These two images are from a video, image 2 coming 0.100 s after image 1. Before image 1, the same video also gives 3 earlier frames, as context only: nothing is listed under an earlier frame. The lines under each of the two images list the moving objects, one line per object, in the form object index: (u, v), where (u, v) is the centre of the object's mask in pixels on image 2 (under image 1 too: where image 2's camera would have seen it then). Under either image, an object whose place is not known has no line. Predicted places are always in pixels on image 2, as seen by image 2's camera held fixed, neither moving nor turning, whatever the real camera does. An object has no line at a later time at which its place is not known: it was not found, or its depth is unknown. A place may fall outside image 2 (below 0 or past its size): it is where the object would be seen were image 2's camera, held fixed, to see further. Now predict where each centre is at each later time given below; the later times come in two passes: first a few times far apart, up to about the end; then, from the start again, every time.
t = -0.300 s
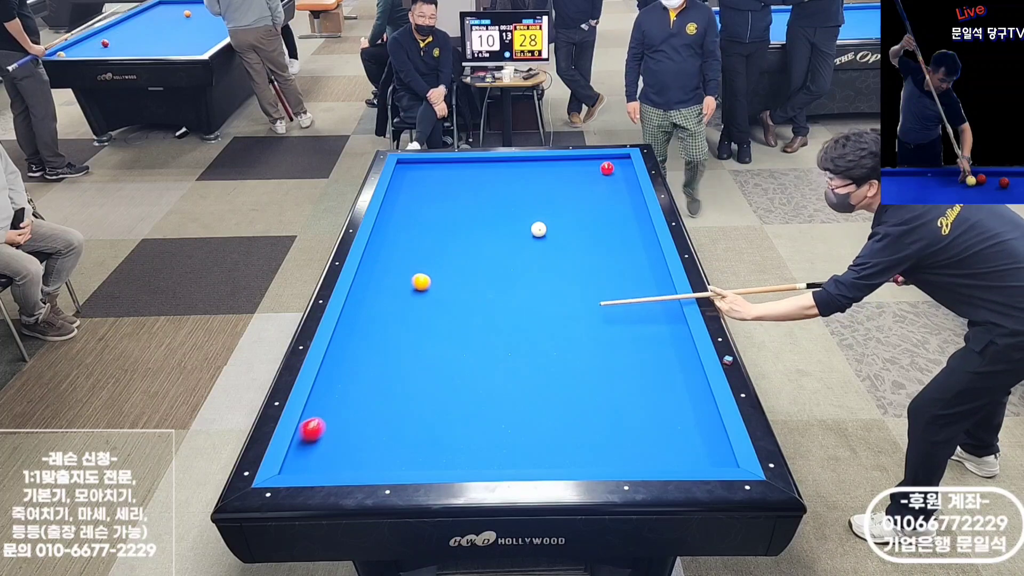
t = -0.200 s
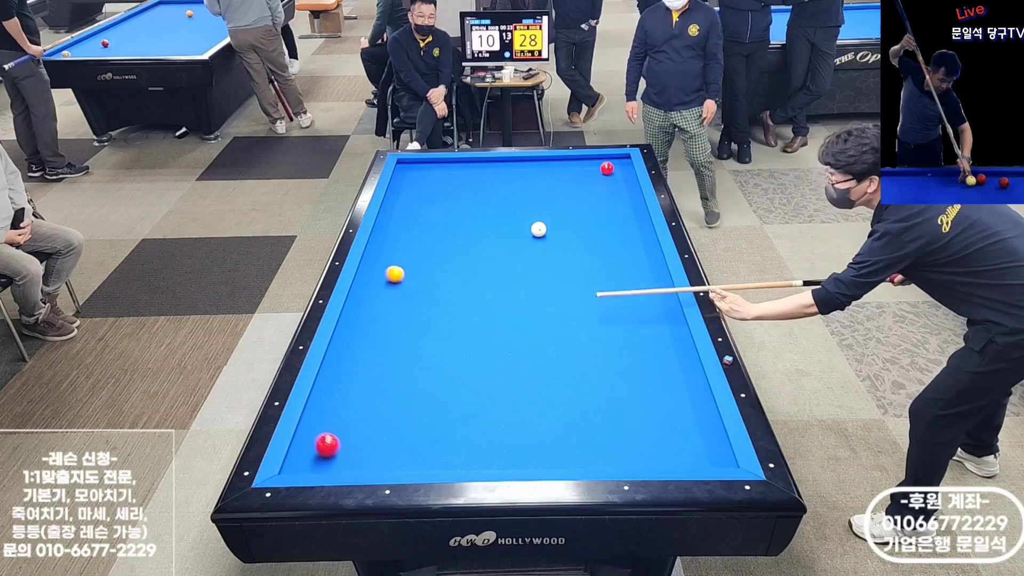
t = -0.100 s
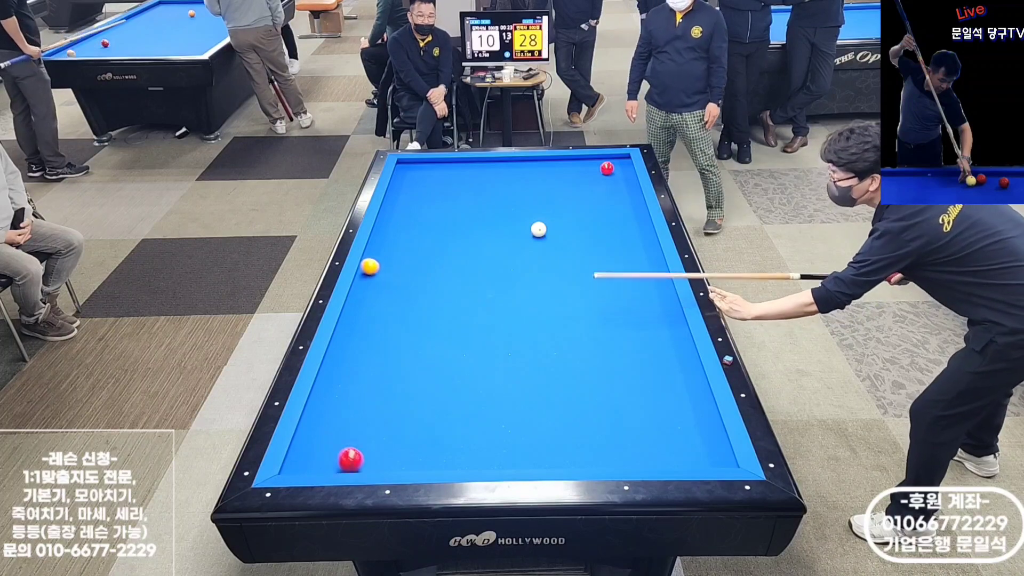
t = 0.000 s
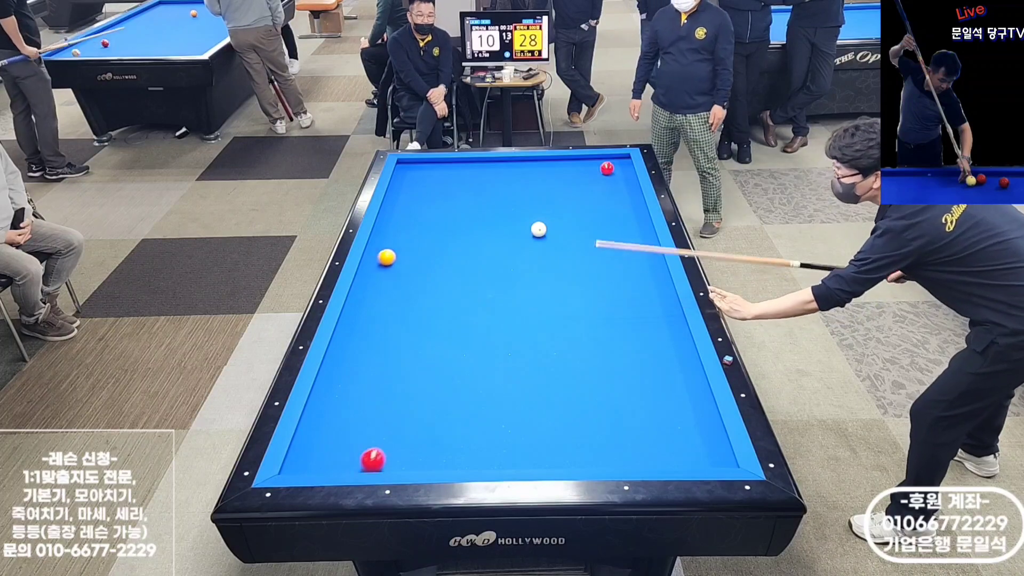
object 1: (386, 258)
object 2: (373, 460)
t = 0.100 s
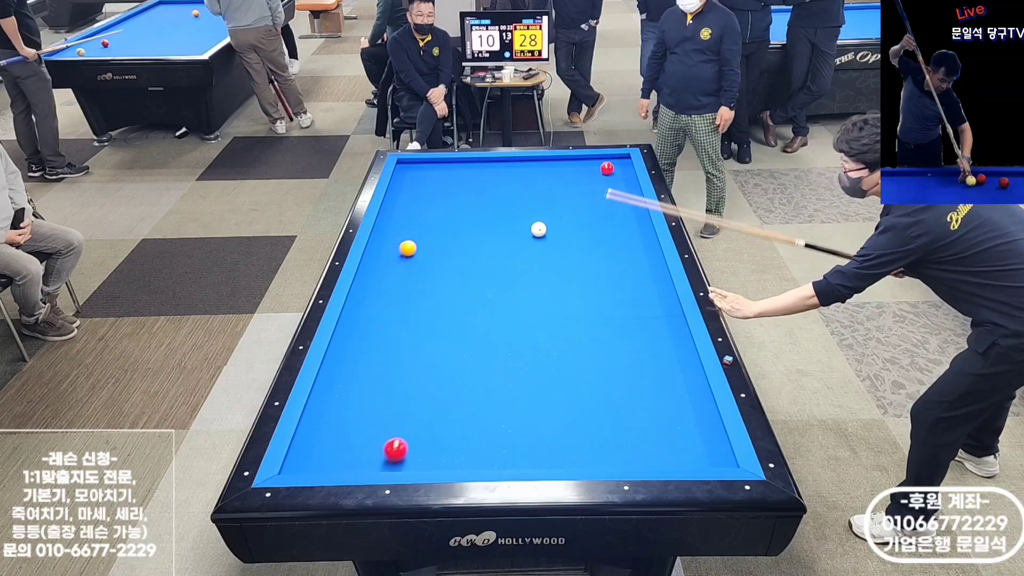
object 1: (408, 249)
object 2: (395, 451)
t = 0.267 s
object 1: (435, 235)
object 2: (431, 436)
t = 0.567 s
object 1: (478, 213)
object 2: (489, 413)
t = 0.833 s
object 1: (513, 195)
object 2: (537, 393)
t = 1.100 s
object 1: (544, 179)
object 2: (580, 375)
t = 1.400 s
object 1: (575, 163)
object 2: (626, 357)
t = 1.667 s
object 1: (603, 161)
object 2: (663, 343)
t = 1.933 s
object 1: (623, 170)
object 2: (667, 329)
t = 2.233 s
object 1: (606, 180)
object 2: (639, 314)
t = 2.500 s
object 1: (591, 189)
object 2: (616, 302)
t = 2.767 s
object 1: (574, 198)
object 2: (594, 292)
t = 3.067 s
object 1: (556, 209)
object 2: (572, 281)
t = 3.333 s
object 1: (540, 217)
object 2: (555, 272)
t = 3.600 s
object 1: (522, 228)
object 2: (538, 264)
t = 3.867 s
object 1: (505, 238)
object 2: (522, 256)
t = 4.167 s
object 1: (484, 250)
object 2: (506, 248)
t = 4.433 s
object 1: (466, 260)
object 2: (493, 241)
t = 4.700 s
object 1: (447, 271)
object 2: (480, 235)
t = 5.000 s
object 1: (426, 283)
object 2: (467, 229)
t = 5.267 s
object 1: (406, 294)
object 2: (456, 224)
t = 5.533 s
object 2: (445, 219)
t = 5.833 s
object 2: (434, 214)
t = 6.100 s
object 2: (426, 210)
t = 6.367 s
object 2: (417, 206)
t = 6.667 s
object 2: (408, 202)
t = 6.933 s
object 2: (401, 199)
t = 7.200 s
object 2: (395, 196)
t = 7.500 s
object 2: (394, 193)
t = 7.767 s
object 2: (398, 191)
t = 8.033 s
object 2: (402, 189)
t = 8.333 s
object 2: (405, 188)
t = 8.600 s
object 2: (408, 186)
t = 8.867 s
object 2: (410, 185)
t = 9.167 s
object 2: (412, 184)
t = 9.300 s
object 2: (413, 184)
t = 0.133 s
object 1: (414, 246)
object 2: (402, 448)
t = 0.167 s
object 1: (419, 243)
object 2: (410, 444)
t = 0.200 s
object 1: (424, 241)
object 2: (417, 442)
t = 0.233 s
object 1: (430, 238)
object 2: (424, 439)
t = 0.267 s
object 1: (435, 235)
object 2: (431, 436)
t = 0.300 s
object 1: (440, 233)
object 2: (438, 434)
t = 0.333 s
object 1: (445, 230)
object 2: (444, 431)
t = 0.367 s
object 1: (450, 228)
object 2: (451, 428)
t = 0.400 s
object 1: (455, 225)
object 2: (458, 425)
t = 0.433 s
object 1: (460, 223)
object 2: (464, 423)
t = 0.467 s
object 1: (465, 220)
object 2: (471, 420)
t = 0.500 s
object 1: (469, 218)
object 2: (477, 418)
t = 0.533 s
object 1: (474, 215)
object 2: (483, 415)
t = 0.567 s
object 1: (478, 213)
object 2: (489, 413)
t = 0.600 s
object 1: (483, 211)
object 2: (496, 410)
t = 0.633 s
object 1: (487, 208)
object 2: (502, 407)
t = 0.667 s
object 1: (492, 206)
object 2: (508, 405)
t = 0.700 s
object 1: (496, 204)
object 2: (514, 403)
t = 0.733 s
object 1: (500, 202)
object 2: (520, 400)
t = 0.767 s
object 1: (504, 199)
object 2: (525, 398)
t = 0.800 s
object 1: (509, 197)
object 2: (531, 396)
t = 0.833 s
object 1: (513, 195)
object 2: (537, 393)
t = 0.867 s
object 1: (517, 193)
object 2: (542, 391)
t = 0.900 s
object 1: (521, 191)
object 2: (548, 389)
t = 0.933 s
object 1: (525, 189)
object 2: (554, 387)
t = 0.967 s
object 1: (528, 187)
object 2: (559, 384)
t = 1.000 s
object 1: (532, 185)
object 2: (564, 382)
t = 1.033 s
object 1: (536, 183)
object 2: (570, 380)
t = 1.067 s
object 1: (540, 181)
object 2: (575, 378)
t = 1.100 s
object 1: (544, 179)
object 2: (580, 375)
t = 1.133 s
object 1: (547, 177)
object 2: (586, 373)
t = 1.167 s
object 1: (551, 175)
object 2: (591, 371)
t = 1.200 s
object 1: (554, 173)
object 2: (596, 369)
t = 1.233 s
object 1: (558, 172)
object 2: (601, 367)
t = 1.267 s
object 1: (561, 170)
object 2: (606, 365)
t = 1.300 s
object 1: (565, 168)
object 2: (611, 363)
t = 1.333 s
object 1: (568, 166)
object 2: (616, 362)
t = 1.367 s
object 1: (571, 164)
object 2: (621, 359)
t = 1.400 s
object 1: (575, 163)
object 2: (626, 357)
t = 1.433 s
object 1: (578, 161)
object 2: (631, 356)
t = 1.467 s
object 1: (581, 159)
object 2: (636, 354)
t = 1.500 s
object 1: (584, 158)
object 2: (640, 352)
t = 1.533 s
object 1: (588, 159)
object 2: (645, 350)
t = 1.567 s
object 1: (592, 160)
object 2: (649, 348)
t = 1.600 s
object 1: (596, 161)
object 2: (654, 346)
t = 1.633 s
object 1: (600, 161)
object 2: (659, 344)
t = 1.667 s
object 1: (603, 161)
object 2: (663, 343)
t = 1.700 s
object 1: (608, 161)
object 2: (668, 341)
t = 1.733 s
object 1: (613, 163)
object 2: (672, 339)
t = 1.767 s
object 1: (617, 164)
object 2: (677, 337)
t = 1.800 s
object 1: (620, 166)
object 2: (681, 335)
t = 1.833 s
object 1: (624, 166)
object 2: (679, 334)
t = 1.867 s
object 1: (628, 167)
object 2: (674, 332)
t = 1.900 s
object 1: (625, 169)
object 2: (671, 330)
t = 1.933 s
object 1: (623, 170)
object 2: (667, 329)
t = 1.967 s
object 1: (621, 171)
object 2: (664, 327)
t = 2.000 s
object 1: (619, 172)
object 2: (661, 325)
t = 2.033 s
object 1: (617, 173)
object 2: (657, 323)
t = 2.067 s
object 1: (615, 174)
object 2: (654, 322)
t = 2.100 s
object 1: (614, 175)
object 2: (651, 320)
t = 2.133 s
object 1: (612, 177)
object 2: (648, 319)
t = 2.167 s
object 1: (610, 178)
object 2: (645, 317)
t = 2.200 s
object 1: (608, 179)
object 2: (642, 316)
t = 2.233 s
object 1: (606, 180)
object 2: (639, 314)
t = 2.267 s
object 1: (604, 181)
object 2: (636, 312)
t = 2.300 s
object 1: (602, 182)
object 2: (633, 311)
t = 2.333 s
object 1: (600, 183)
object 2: (630, 309)
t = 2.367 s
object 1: (598, 184)
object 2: (627, 308)
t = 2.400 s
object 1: (596, 185)
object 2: (624, 306)
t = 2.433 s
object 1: (594, 187)
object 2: (621, 305)
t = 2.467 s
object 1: (592, 188)
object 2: (618, 304)
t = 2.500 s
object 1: (591, 189)
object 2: (616, 302)
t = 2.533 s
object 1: (589, 190)
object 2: (613, 301)
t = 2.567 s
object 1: (587, 191)
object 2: (610, 299)
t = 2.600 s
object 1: (585, 192)
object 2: (607, 298)
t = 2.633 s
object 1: (583, 194)
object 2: (605, 297)
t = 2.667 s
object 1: (581, 195)
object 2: (602, 296)
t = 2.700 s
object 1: (579, 196)
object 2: (600, 294)
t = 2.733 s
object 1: (577, 197)
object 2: (597, 293)
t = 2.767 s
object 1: (574, 198)
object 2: (594, 292)
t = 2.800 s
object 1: (573, 199)
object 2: (592, 290)
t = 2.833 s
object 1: (570, 200)
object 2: (589, 289)
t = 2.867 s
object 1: (568, 202)
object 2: (587, 288)
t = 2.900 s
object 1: (566, 203)
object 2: (584, 287)
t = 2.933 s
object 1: (564, 204)
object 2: (582, 285)
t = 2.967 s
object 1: (563, 205)
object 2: (579, 284)
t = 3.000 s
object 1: (560, 206)
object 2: (577, 283)
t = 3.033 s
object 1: (558, 207)
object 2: (575, 282)
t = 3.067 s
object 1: (556, 209)
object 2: (572, 281)
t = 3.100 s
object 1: (554, 210)
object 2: (570, 280)
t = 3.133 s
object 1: (552, 211)
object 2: (568, 278)
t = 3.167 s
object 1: (550, 212)
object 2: (565, 277)
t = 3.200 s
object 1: (548, 214)
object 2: (563, 276)
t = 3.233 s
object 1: (546, 215)
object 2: (561, 275)
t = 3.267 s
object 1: (544, 215)
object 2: (559, 274)
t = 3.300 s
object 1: (542, 216)
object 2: (557, 273)
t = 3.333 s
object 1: (540, 217)
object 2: (555, 272)
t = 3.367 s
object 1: (537, 217)
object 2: (552, 271)
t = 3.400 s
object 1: (534, 219)
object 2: (550, 269)
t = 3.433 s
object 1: (532, 220)
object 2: (548, 268)
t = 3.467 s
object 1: (530, 222)
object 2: (546, 267)
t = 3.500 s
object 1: (527, 224)
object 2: (544, 266)
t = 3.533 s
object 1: (526, 225)
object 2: (542, 265)
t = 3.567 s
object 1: (524, 226)
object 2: (540, 264)
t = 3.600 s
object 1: (522, 228)
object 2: (538, 264)
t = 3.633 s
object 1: (520, 229)
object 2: (536, 263)
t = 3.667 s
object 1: (518, 230)
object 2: (534, 262)
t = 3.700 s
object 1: (515, 232)
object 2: (532, 261)
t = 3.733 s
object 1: (513, 233)
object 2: (530, 260)
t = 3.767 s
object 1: (511, 234)
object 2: (528, 259)
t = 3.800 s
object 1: (509, 236)
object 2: (526, 258)
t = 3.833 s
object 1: (507, 237)
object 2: (524, 257)
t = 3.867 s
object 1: (505, 238)
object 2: (522, 256)
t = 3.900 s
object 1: (502, 239)
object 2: (520, 255)
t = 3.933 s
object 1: (500, 241)
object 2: (519, 254)
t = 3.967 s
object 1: (498, 242)
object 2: (517, 253)
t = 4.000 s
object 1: (496, 243)
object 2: (515, 252)
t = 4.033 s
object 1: (493, 245)
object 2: (513, 252)
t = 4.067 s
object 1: (491, 246)
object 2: (511, 251)
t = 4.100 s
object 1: (489, 247)
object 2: (509, 250)
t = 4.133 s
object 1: (487, 248)
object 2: (508, 249)
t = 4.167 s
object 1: (484, 250)
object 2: (506, 248)
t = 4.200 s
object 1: (482, 251)
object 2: (504, 247)
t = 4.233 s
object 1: (480, 252)
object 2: (503, 246)
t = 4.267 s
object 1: (478, 254)
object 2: (501, 245)
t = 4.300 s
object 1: (475, 255)
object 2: (499, 245)
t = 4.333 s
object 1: (473, 256)
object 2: (498, 244)
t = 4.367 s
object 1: (471, 258)
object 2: (496, 243)
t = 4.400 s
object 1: (469, 259)
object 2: (494, 242)
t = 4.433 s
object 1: (466, 260)
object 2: (493, 241)
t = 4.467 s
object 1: (464, 261)
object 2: (491, 241)
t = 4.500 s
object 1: (462, 263)
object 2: (489, 240)
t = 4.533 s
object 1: (459, 264)
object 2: (488, 239)
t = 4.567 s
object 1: (457, 265)
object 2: (486, 238)
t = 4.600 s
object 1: (455, 267)
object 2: (485, 237)
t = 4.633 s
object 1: (452, 268)
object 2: (483, 237)
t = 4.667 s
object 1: (450, 269)
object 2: (482, 236)
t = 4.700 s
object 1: (447, 271)
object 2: (480, 235)
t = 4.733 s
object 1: (445, 272)
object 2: (478, 234)
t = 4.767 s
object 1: (443, 273)
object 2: (477, 234)
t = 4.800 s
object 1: (440, 275)
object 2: (475, 233)
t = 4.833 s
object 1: (438, 276)
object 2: (474, 232)
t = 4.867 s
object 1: (436, 277)
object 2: (473, 232)
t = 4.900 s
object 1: (433, 279)
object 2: (471, 231)
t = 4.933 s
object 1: (431, 280)
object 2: (470, 230)
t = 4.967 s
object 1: (428, 281)
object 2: (468, 230)
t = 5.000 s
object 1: (426, 283)
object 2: (467, 229)
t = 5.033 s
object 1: (423, 284)
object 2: (465, 228)
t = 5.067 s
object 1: (421, 286)
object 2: (464, 228)
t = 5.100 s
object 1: (418, 287)
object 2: (462, 227)
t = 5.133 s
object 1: (416, 288)
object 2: (461, 226)
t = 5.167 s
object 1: (414, 290)
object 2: (460, 226)
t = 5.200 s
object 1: (411, 291)
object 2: (458, 225)
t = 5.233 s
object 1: (409, 292)
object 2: (457, 225)
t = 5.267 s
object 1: (406, 294)
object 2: (456, 224)
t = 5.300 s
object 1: (404, 295)
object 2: (454, 223)
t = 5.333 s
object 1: (401, 296)
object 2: (453, 223)
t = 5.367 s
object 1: (399, 298)
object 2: (452, 222)
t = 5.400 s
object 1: (396, 299)
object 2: (450, 222)
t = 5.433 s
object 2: (449, 221)
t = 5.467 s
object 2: (448, 220)
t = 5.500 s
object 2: (446, 220)
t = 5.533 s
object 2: (445, 219)
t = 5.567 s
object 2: (444, 219)
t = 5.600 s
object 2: (443, 218)
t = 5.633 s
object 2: (441, 218)
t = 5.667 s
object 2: (440, 217)
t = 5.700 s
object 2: (439, 217)
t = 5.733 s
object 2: (438, 216)
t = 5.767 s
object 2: (437, 215)
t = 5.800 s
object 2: (435, 215)
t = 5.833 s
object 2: (434, 214)
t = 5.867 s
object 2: (433, 214)
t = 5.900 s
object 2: (432, 213)
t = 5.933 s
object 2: (431, 213)
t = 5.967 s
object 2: (430, 212)
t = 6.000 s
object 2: (429, 212)
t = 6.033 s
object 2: (428, 211)
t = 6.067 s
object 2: (427, 211)
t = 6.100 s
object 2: (426, 210)
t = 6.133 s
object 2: (424, 210)
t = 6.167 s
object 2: (423, 209)
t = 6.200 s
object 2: (422, 209)
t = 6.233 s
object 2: (421, 208)
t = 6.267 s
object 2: (420, 208)
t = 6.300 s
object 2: (419, 207)
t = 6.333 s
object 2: (418, 207)
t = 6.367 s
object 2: (417, 206)
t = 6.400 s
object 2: (416, 206)
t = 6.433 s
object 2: (415, 206)
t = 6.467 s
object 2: (414, 205)
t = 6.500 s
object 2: (413, 205)
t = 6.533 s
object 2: (412, 204)
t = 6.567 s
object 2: (411, 204)
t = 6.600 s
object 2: (410, 203)
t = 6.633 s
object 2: (409, 203)
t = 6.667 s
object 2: (408, 202)
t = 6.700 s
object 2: (407, 202)
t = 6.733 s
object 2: (407, 202)
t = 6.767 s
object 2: (406, 201)
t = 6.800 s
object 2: (405, 201)
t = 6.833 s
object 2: (404, 200)
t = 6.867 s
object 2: (403, 200)
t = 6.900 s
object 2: (402, 200)
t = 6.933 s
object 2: (401, 199)
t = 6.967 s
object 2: (401, 199)
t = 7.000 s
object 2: (400, 198)
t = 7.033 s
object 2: (399, 198)
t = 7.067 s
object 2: (398, 197)
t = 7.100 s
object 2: (397, 197)
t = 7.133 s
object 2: (396, 197)
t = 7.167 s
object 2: (395, 196)
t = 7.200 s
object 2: (395, 196)
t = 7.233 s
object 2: (394, 196)
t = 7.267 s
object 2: (393, 195)
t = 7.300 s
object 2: (392, 195)
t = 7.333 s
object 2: (392, 195)
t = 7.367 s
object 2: (392, 195)
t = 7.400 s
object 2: (392, 194)
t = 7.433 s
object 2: (393, 194)
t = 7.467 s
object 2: (393, 193)
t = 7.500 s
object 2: (394, 193)
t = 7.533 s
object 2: (394, 193)
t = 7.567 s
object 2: (395, 193)
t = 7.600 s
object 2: (395, 192)
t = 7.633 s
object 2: (396, 192)
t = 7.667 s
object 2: (396, 192)
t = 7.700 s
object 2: (397, 192)
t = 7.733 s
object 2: (397, 191)
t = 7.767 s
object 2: (398, 191)
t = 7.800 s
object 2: (398, 191)
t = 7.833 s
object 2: (399, 191)
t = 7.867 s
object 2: (399, 190)
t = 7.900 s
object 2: (400, 190)
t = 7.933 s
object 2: (400, 190)
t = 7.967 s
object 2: (401, 190)
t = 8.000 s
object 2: (401, 189)
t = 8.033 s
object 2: (402, 189)
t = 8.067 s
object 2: (402, 189)
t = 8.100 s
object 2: (403, 189)
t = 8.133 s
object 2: (403, 189)
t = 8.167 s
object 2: (403, 189)
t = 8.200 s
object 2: (404, 188)
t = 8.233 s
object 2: (404, 188)
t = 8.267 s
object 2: (405, 188)
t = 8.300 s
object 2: (405, 188)
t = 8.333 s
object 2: (405, 188)
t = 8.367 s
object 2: (406, 187)
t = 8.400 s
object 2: (406, 187)
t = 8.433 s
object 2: (406, 187)
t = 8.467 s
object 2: (407, 187)
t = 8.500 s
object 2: (407, 187)
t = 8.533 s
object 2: (407, 186)
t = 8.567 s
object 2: (408, 186)
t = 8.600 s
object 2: (408, 186)
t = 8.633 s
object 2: (408, 186)
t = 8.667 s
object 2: (409, 186)
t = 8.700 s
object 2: (409, 186)
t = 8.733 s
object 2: (409, 186)
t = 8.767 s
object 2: (409, 185)
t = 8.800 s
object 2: (410, 185)
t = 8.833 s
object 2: (410, 185)
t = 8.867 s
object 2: (410, 185)
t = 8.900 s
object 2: (410, 185)
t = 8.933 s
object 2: (410, 185)
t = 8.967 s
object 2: (411, 185)
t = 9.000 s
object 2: (411, 185)
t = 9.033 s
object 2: (411, 185)
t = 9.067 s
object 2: (412, 184)
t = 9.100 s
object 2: (412, 184)
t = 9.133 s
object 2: (412, 184)
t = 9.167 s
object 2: (412, 184)
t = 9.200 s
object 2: (412, 184)
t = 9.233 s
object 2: (413, 184)
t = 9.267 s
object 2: (413, 184)
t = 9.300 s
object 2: (413, 184)
